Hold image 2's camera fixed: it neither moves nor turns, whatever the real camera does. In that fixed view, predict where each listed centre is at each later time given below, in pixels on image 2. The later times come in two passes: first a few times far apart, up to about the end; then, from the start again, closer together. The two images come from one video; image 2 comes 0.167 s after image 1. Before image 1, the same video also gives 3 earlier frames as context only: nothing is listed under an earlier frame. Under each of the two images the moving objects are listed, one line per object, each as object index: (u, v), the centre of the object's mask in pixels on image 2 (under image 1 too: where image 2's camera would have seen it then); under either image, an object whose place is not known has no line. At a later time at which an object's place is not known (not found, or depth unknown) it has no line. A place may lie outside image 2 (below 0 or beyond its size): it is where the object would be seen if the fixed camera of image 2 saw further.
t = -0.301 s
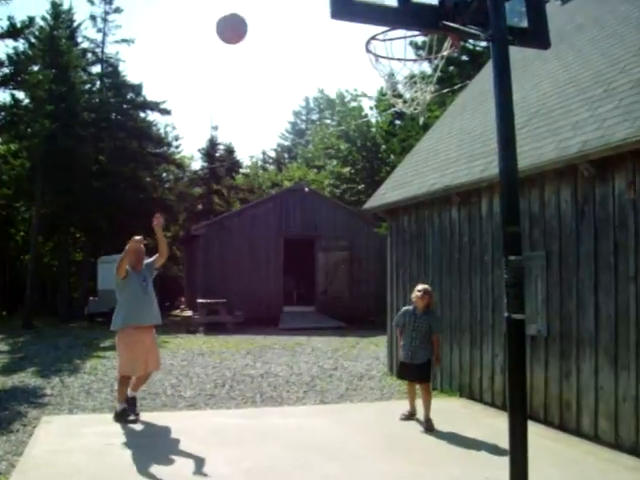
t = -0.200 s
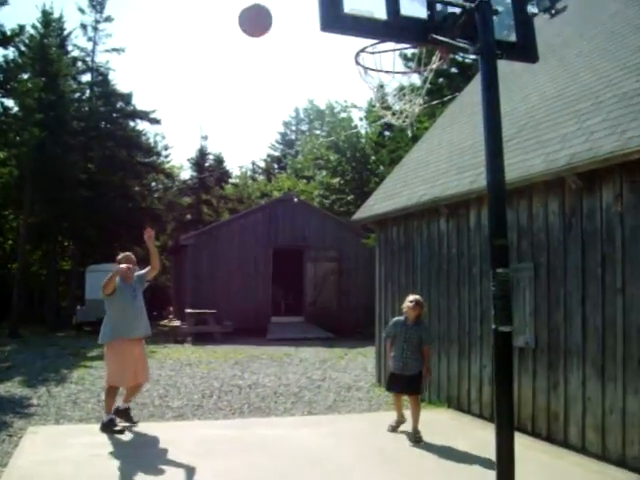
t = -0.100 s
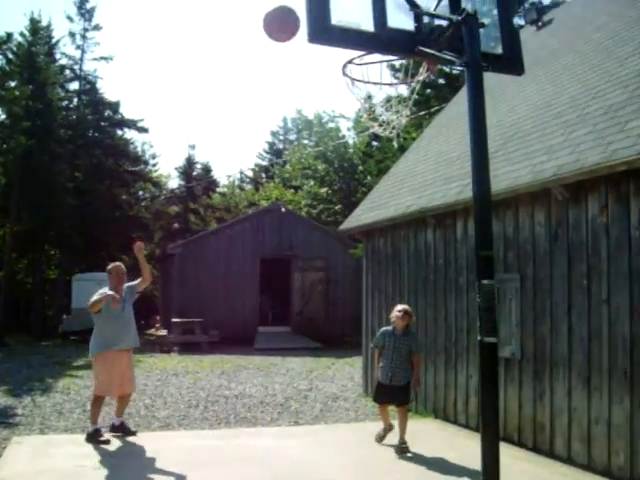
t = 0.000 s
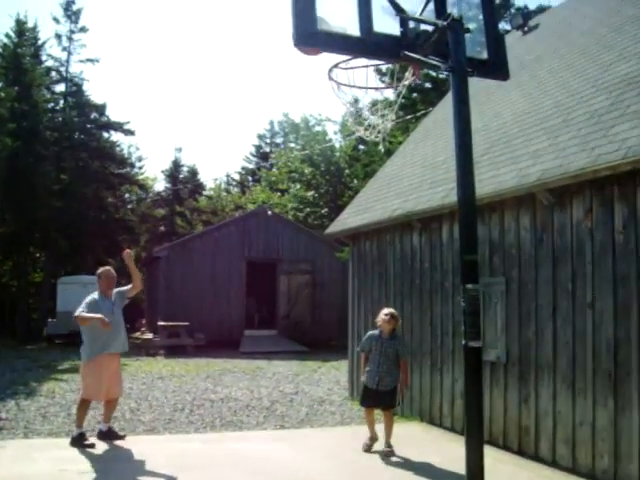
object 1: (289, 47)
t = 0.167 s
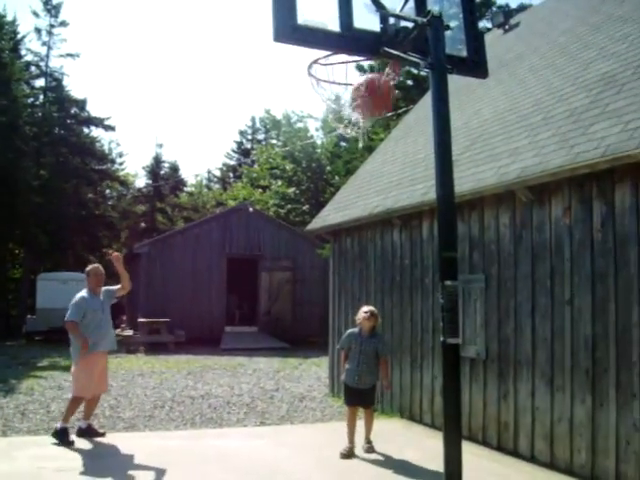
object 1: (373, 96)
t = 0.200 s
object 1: (383, 112)
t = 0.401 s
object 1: (422, 153)
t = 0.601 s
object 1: (469, 244)
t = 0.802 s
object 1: (498, 372)
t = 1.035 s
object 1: (526, 412)
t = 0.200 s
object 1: (383, 112)
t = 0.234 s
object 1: (394, 113)
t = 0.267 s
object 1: (400, 118)
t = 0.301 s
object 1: (407, 125)
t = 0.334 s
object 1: (414, 133)
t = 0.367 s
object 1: (418, 142)
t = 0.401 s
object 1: (422, 153)
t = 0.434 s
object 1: (427, 165)
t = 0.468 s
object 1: (427, 178)
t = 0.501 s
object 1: (458, 193)
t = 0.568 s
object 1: (465, 226)
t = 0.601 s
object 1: (469, 244)
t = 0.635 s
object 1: (473, 264)
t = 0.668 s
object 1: (478, 284)
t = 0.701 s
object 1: (482, 304)
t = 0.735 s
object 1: (488, 326)
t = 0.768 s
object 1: (493, 348)
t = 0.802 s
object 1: (498, 372)
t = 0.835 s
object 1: (499, 394)
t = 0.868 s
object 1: (503, 420)
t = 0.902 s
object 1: (505, 444)
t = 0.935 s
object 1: (509, 470)
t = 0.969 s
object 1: (514, 457)
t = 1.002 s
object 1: (519, 434)
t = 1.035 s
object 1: (526, 412)
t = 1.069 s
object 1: (532, 393)
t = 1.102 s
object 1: (537, 375)
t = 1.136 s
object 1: (541, 358)
